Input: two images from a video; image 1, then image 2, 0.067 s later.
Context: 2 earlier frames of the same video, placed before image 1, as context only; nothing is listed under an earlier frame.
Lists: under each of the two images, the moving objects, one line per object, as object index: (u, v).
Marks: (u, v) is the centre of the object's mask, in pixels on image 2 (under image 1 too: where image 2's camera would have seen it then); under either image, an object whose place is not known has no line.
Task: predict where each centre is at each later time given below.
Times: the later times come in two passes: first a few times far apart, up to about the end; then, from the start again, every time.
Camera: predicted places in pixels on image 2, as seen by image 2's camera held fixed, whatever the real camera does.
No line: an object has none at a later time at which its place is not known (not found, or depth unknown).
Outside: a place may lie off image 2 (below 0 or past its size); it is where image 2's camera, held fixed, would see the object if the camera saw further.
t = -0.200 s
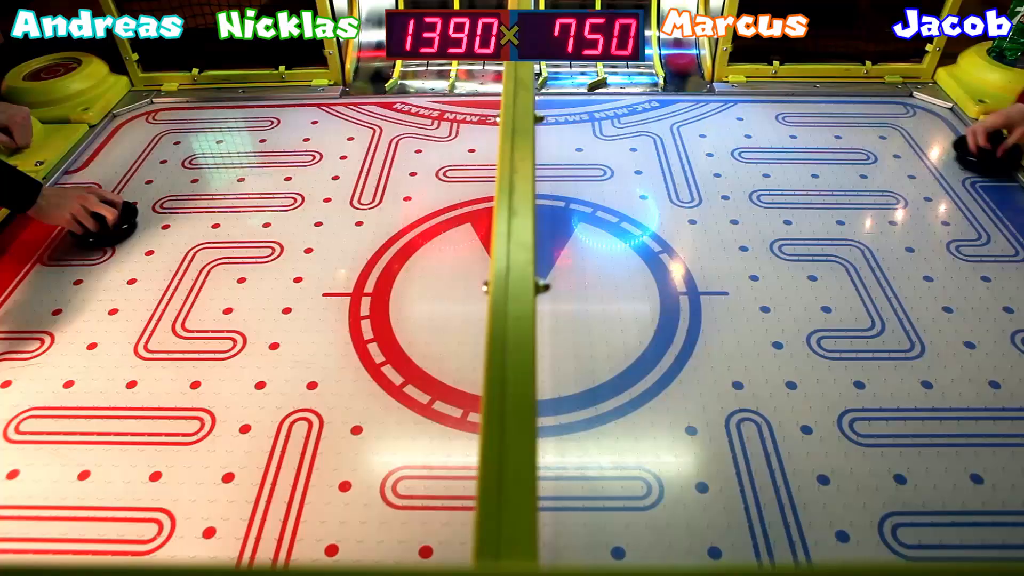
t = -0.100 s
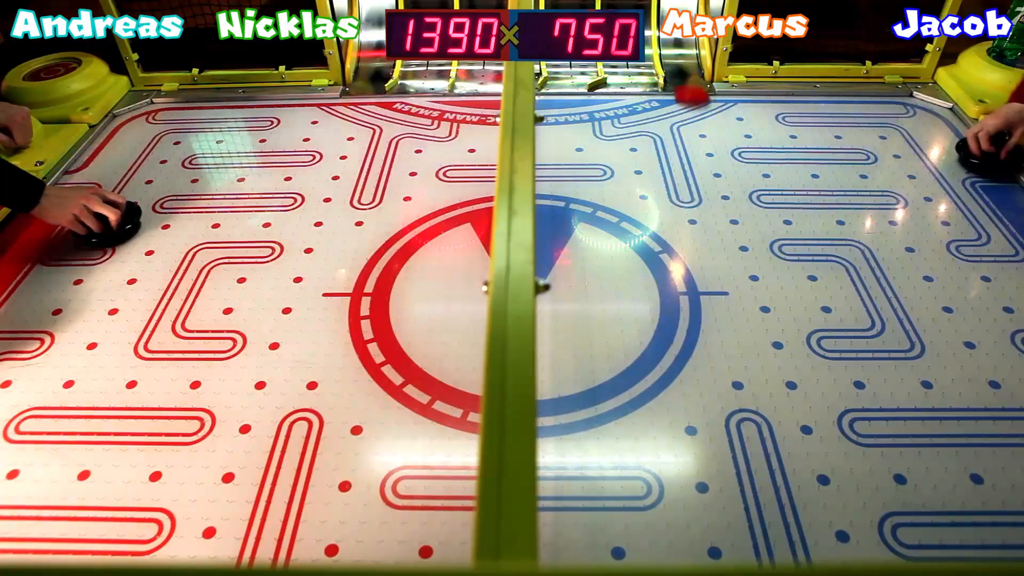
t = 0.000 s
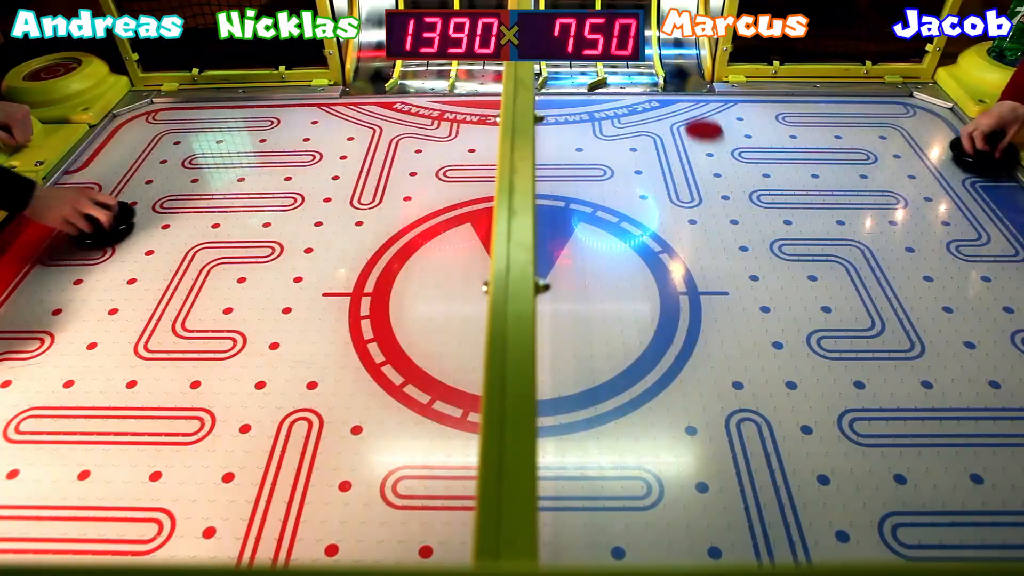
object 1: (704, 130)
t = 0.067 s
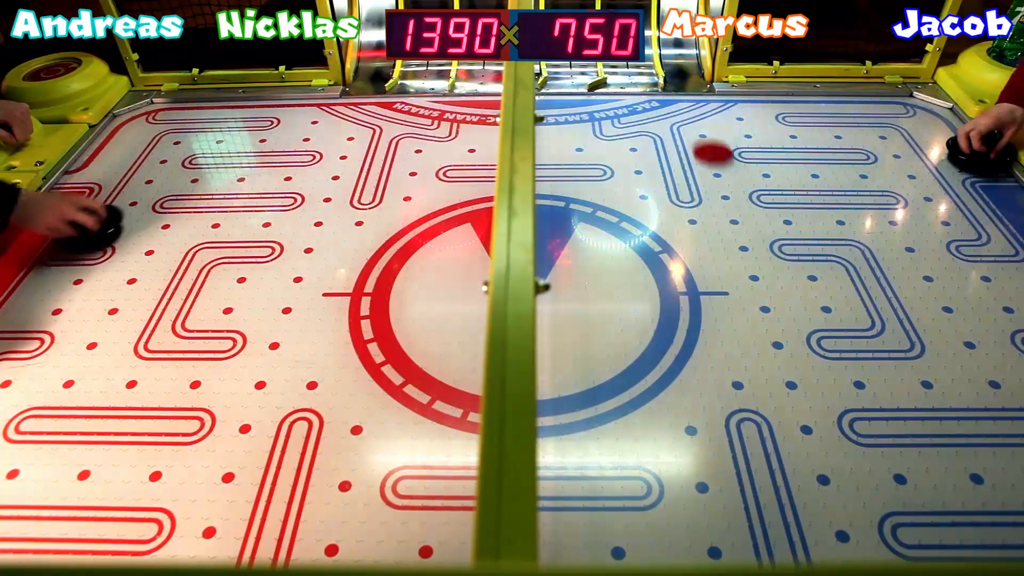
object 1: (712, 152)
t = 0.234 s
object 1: (738, 220)
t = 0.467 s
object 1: (780, 329)
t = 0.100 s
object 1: (717, 165)
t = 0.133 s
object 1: (722, 178)
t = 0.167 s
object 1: (728, 192)
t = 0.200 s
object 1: (732, 205)
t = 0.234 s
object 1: (738, 220)
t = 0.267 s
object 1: (744, 235)
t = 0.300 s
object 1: (749, 250)
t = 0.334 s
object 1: (755, 264)
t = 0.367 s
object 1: (761, 279)
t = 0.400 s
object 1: (767, 294)
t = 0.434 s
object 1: (774, 312)
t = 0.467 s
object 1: (780, 329)
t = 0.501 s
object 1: (787, 347)
